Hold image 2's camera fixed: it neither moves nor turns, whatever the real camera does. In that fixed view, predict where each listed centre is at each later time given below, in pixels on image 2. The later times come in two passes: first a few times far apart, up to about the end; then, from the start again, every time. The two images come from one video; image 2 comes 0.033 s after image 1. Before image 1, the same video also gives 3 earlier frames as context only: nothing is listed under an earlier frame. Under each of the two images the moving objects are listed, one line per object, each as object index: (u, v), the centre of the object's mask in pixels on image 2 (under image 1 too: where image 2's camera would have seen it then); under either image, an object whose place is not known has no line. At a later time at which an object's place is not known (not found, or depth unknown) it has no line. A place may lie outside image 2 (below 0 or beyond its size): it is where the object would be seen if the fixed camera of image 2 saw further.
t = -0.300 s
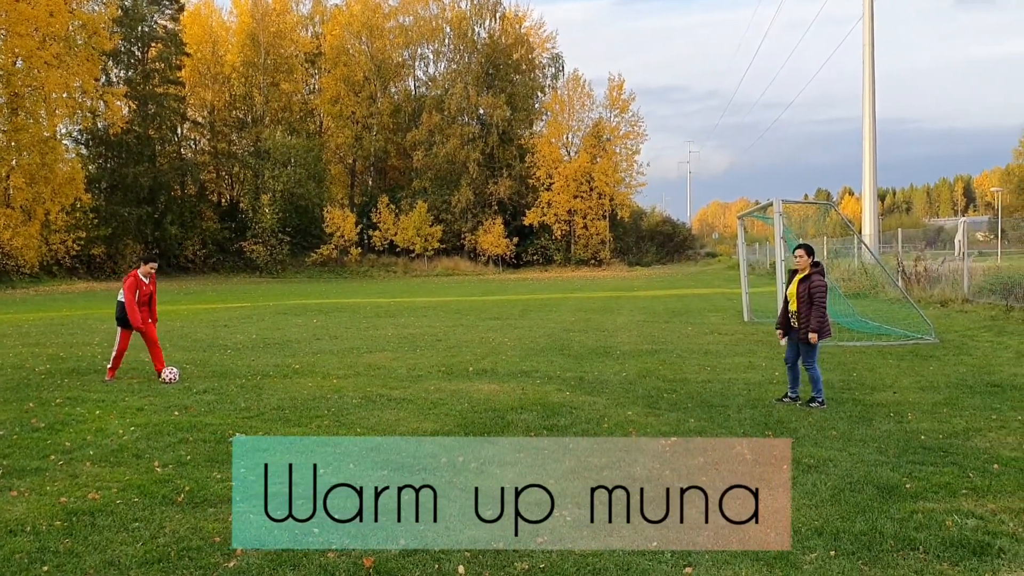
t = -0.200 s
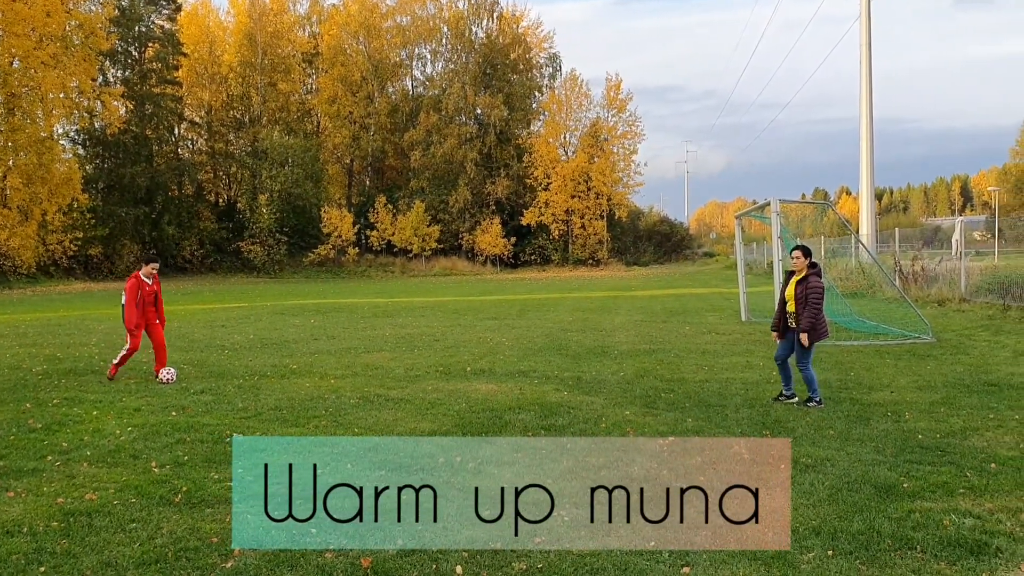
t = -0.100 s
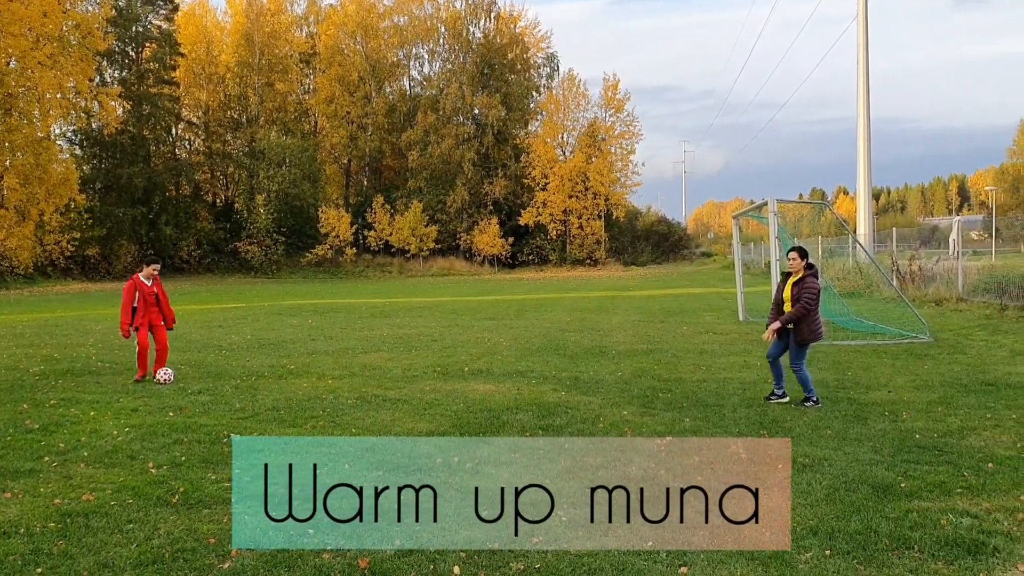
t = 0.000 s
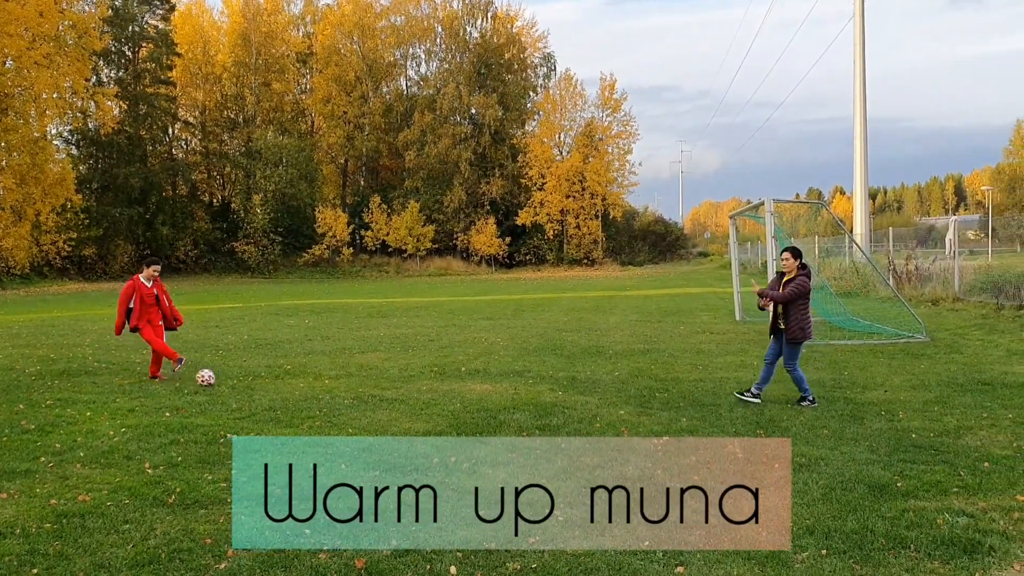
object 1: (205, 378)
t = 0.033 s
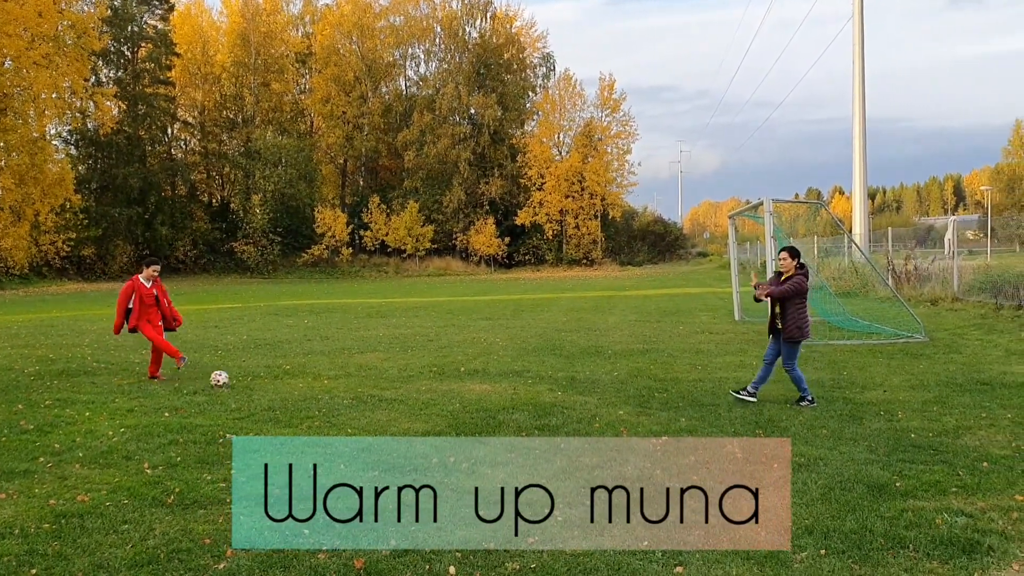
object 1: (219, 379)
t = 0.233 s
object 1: (297, 383)
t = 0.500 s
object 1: (385, 388)
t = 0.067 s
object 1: (234, 380)
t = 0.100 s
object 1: (248, 381)
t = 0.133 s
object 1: (260, 381)
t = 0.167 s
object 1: (273, 381)
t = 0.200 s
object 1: (286, 382)
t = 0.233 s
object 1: (297, 383)
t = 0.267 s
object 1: (308, 383)
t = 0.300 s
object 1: (319, 383)
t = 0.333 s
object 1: (330, 384)
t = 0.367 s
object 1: (342, 386)
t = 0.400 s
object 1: (353, 387)
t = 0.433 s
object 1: (363, 386)
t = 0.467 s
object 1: (374, 387)
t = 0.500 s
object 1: (385, 388)
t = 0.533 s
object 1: (396, 390)
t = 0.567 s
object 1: (407, 391)
